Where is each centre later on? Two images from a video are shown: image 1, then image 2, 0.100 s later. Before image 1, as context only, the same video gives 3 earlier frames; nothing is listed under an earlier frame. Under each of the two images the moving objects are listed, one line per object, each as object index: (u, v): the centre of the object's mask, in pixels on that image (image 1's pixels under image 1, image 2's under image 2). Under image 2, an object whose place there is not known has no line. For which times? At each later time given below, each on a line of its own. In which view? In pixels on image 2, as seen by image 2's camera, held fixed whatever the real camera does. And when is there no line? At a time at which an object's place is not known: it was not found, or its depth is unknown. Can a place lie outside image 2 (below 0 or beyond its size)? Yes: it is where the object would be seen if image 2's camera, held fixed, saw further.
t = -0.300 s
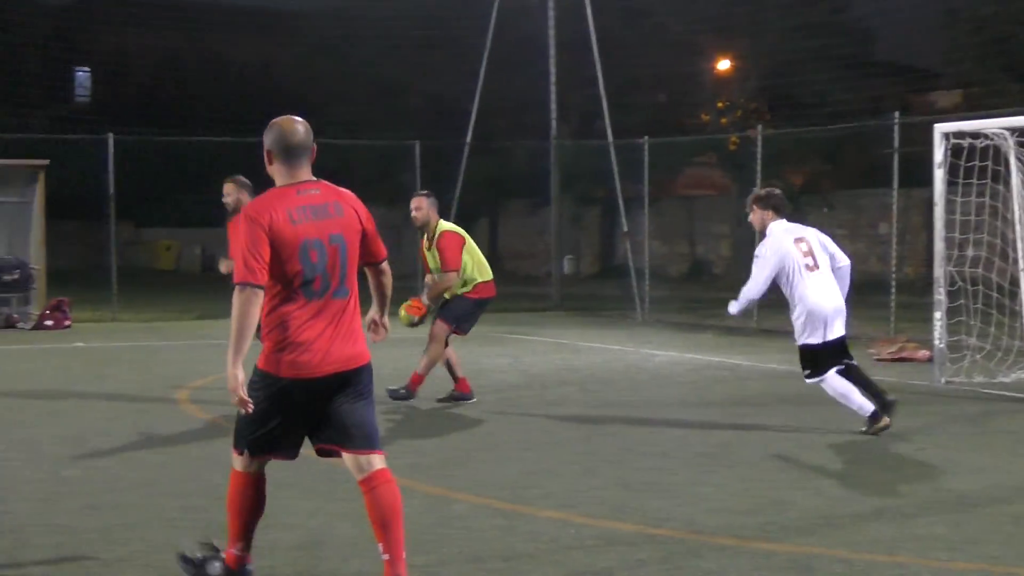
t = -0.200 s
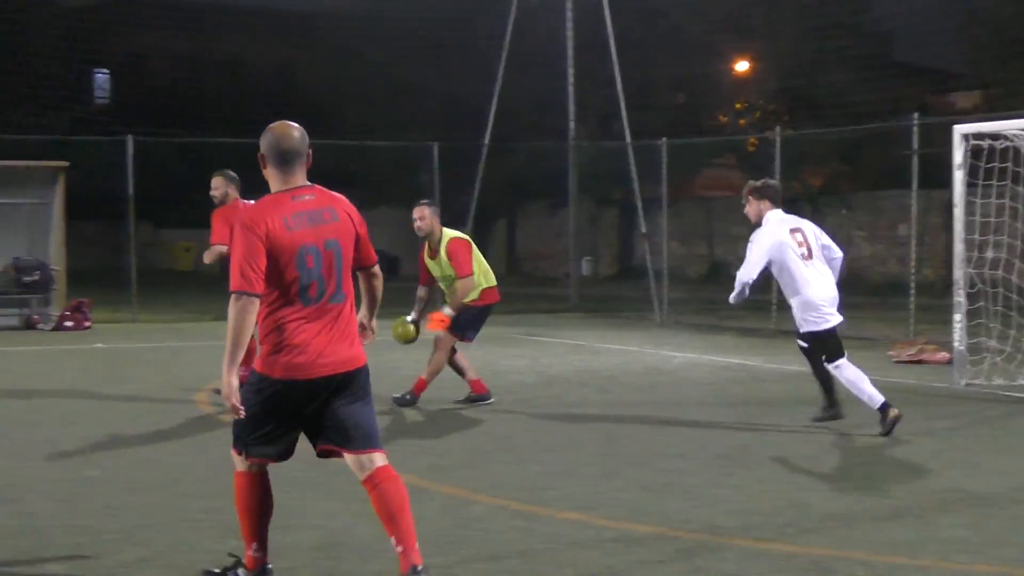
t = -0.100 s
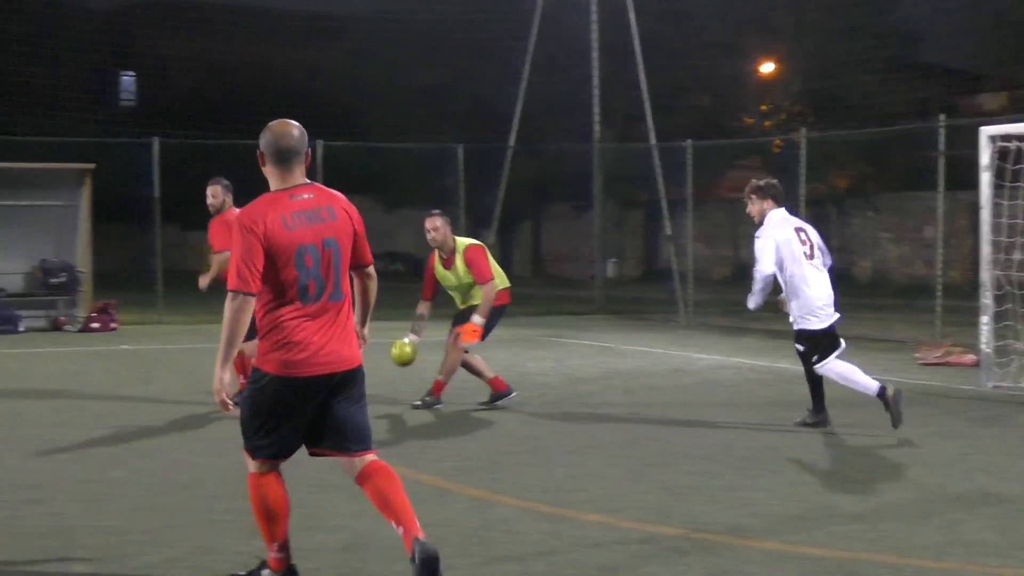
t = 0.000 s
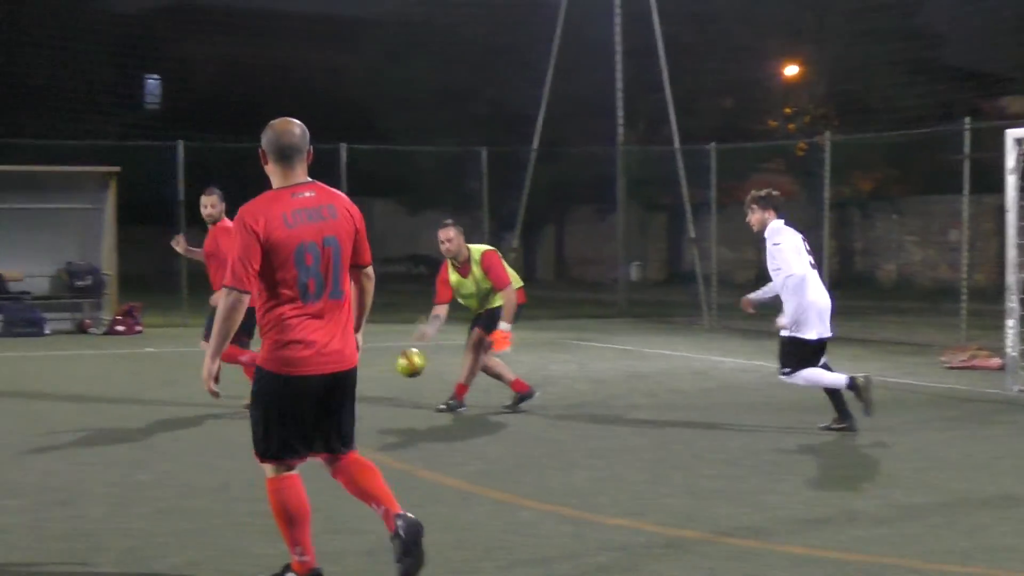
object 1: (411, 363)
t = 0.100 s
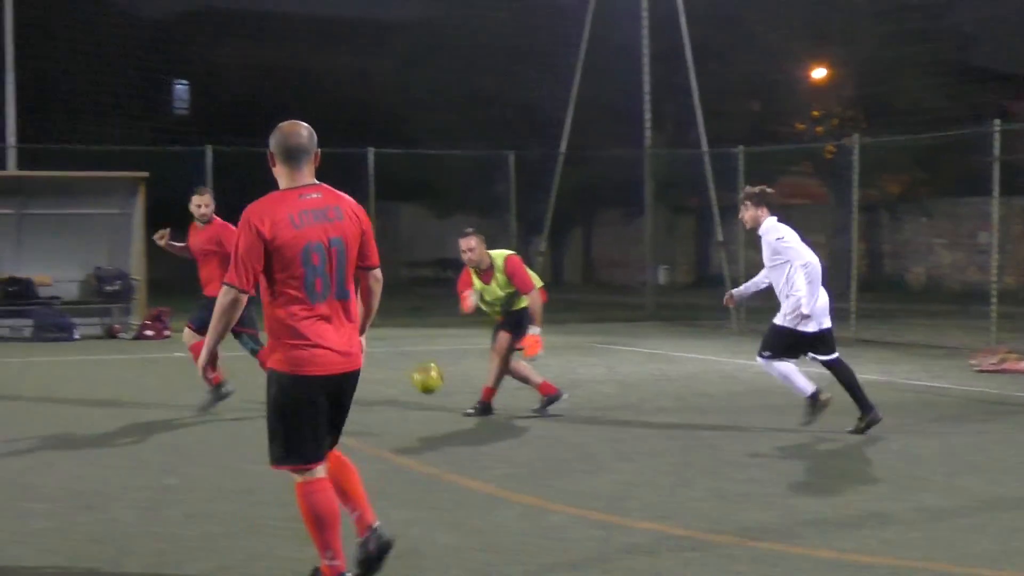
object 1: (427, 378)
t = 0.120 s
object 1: (425, 381)
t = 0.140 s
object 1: (423, 386)
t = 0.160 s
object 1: (421, 393)
